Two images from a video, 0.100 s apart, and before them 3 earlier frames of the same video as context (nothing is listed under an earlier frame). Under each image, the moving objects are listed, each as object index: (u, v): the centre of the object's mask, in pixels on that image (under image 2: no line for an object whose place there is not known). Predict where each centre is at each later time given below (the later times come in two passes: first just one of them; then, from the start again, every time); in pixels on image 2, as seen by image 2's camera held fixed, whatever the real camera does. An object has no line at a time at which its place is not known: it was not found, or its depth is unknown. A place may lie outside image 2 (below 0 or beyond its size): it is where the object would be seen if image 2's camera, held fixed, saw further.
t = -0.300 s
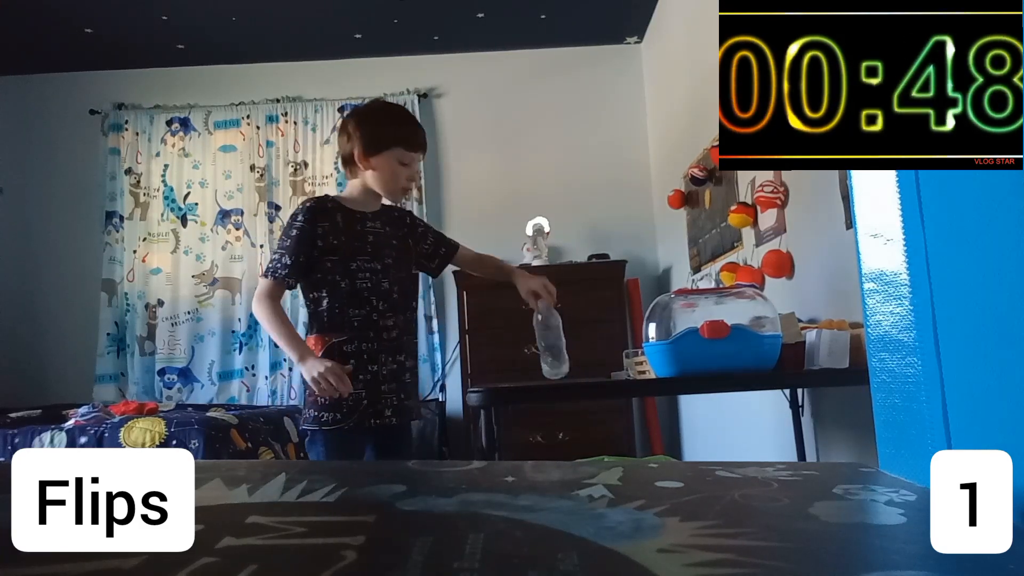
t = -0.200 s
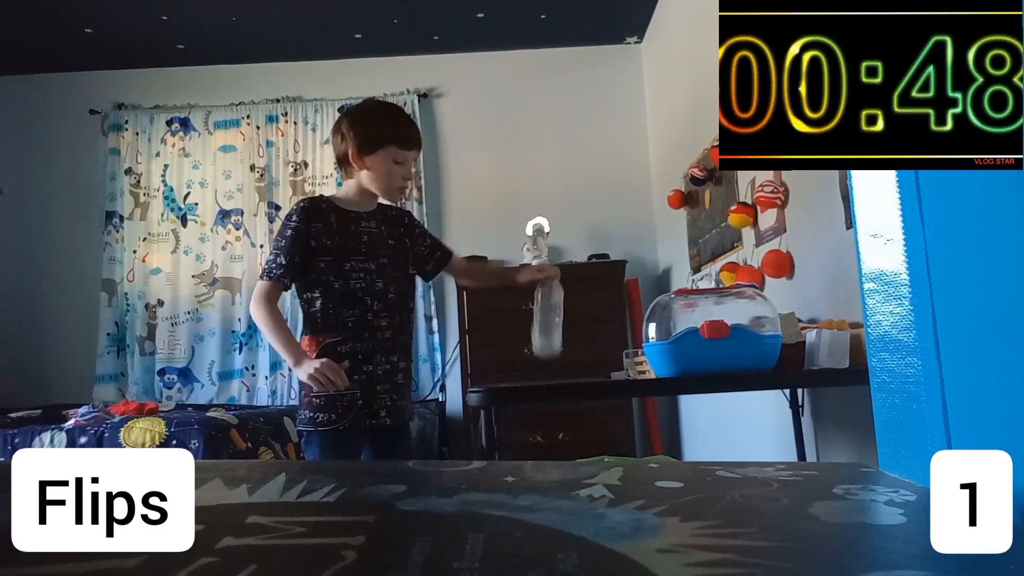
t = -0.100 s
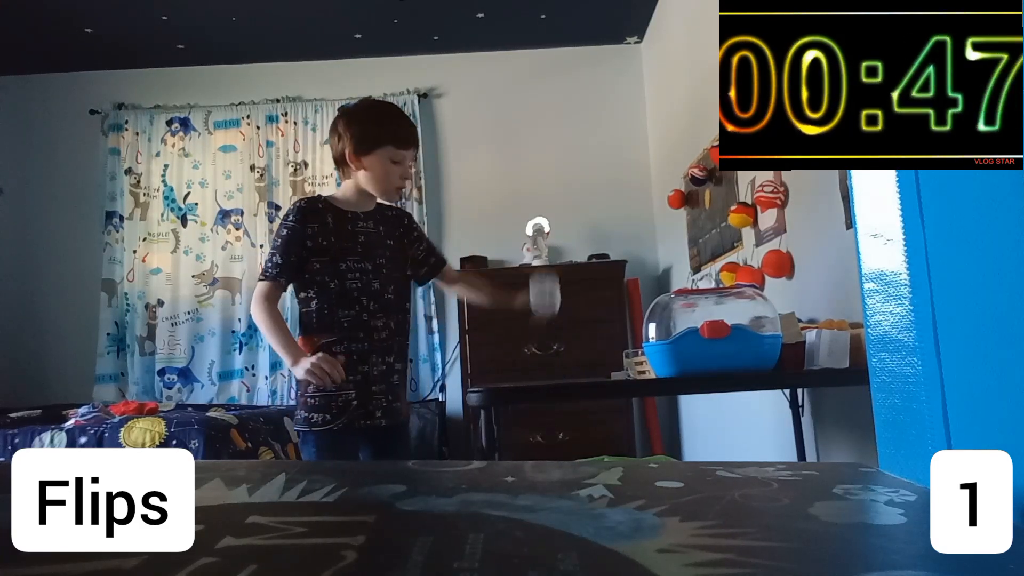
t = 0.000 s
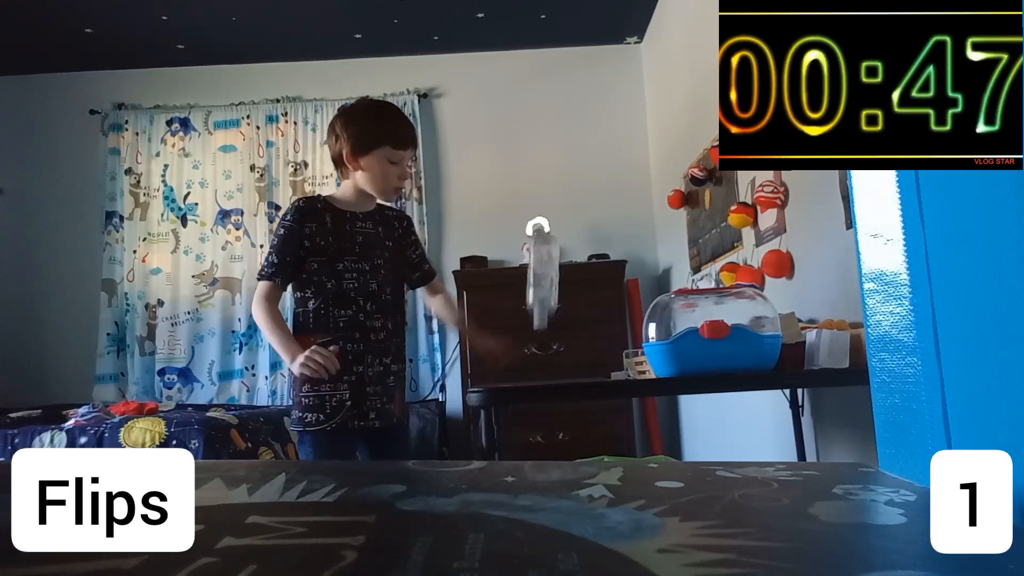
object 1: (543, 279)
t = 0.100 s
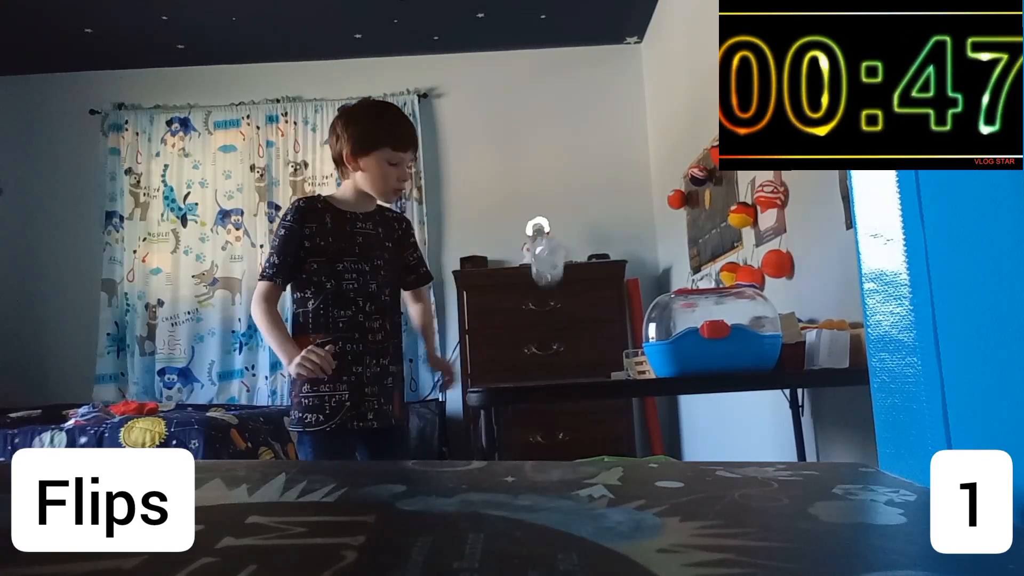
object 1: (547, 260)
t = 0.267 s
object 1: (565, 345)
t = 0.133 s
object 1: (550, 272)
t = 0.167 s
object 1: (553, 289)
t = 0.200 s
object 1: (556, 313)
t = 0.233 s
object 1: (559, 334)
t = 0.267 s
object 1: (565, 345)
